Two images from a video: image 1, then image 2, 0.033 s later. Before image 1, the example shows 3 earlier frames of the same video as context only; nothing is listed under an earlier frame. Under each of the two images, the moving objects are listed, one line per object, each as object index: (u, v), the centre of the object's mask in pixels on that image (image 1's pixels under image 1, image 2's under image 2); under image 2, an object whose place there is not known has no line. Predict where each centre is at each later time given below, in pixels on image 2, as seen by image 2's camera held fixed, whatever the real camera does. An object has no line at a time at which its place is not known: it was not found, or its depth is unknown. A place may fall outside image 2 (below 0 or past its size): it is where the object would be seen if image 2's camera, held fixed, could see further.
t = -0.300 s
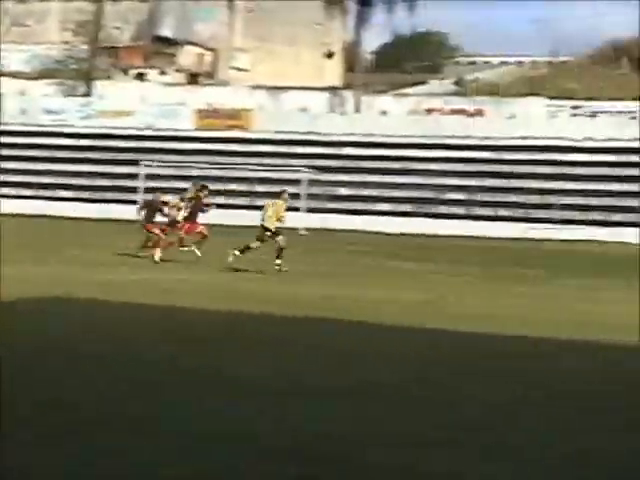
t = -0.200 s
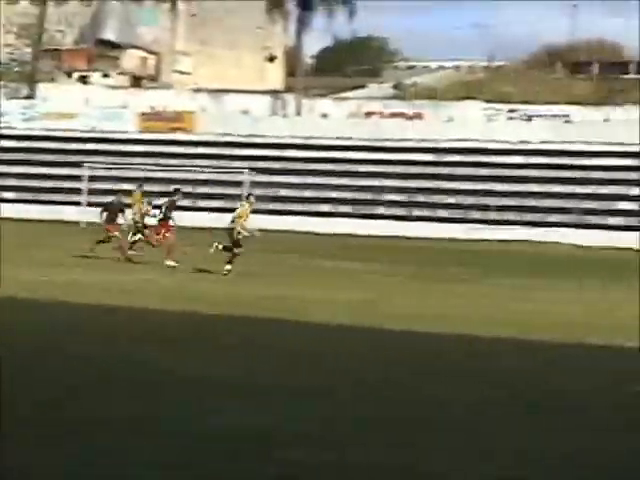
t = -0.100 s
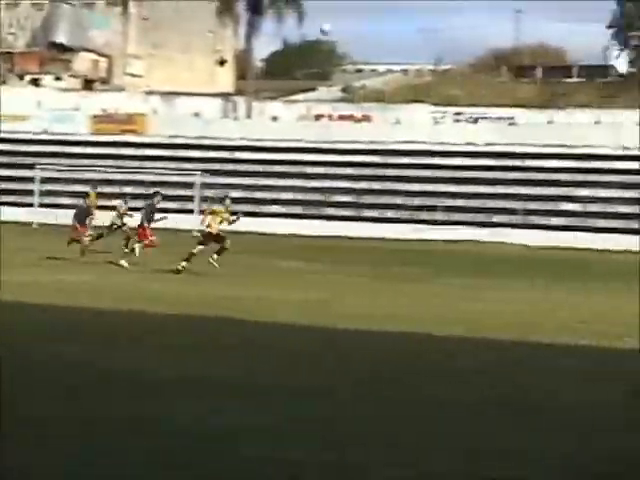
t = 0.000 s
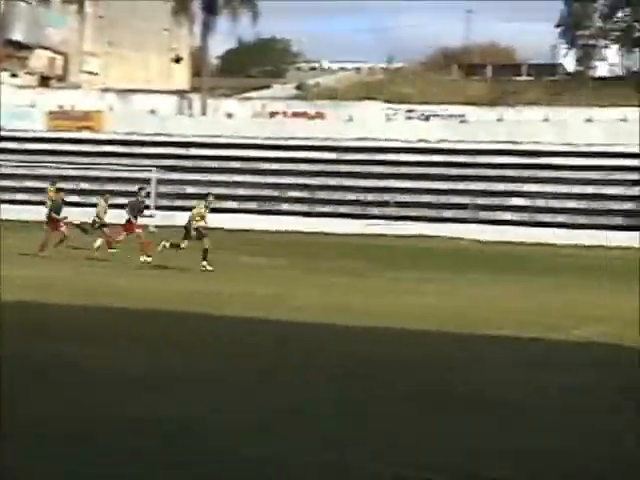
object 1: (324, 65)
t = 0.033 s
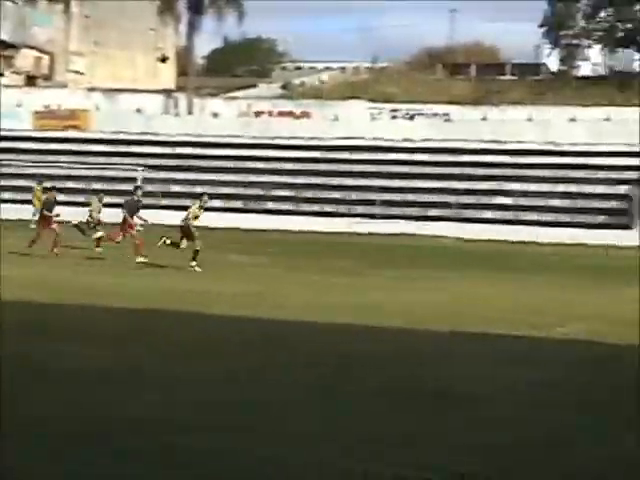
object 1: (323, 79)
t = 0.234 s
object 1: (403, 166)
